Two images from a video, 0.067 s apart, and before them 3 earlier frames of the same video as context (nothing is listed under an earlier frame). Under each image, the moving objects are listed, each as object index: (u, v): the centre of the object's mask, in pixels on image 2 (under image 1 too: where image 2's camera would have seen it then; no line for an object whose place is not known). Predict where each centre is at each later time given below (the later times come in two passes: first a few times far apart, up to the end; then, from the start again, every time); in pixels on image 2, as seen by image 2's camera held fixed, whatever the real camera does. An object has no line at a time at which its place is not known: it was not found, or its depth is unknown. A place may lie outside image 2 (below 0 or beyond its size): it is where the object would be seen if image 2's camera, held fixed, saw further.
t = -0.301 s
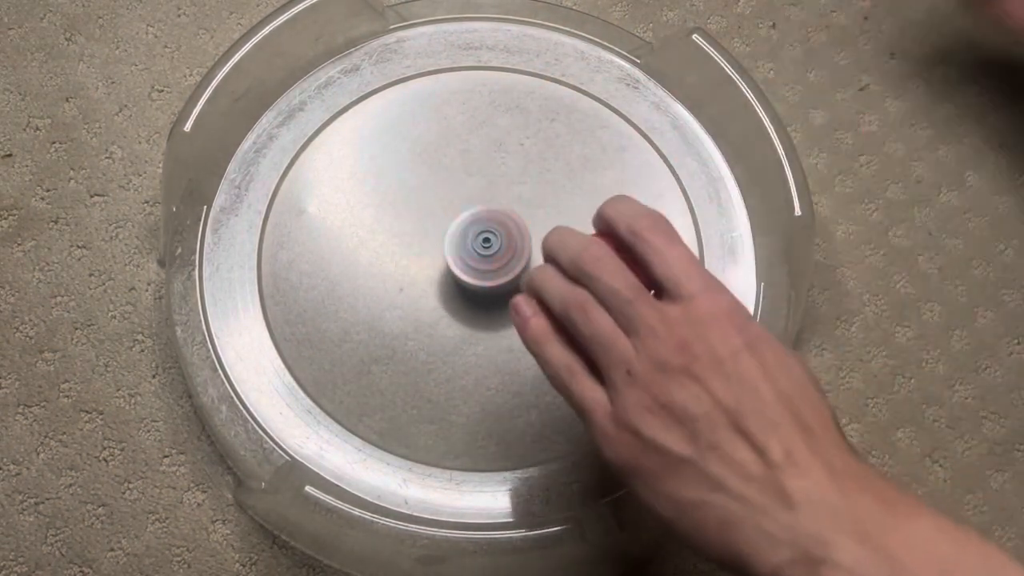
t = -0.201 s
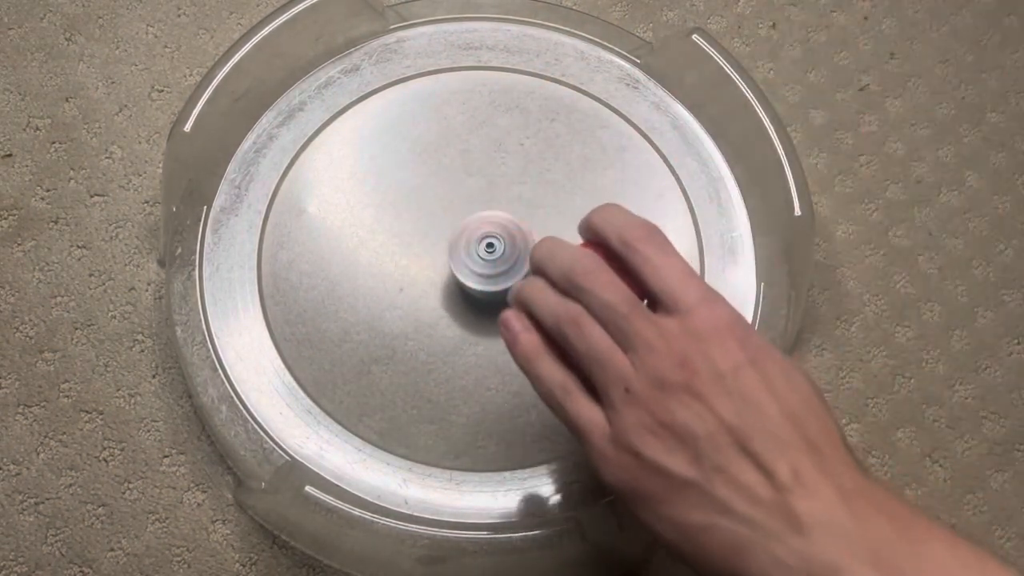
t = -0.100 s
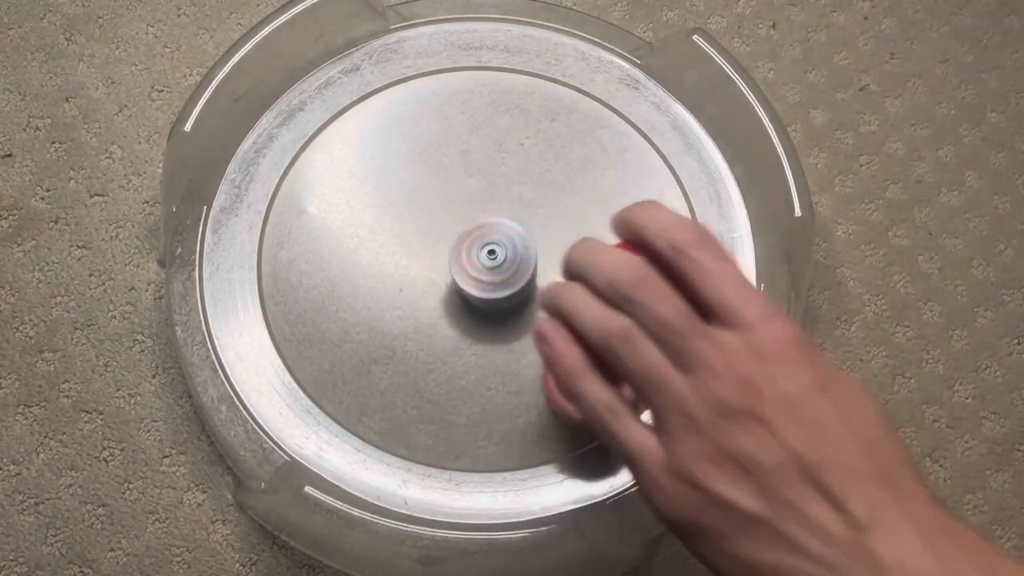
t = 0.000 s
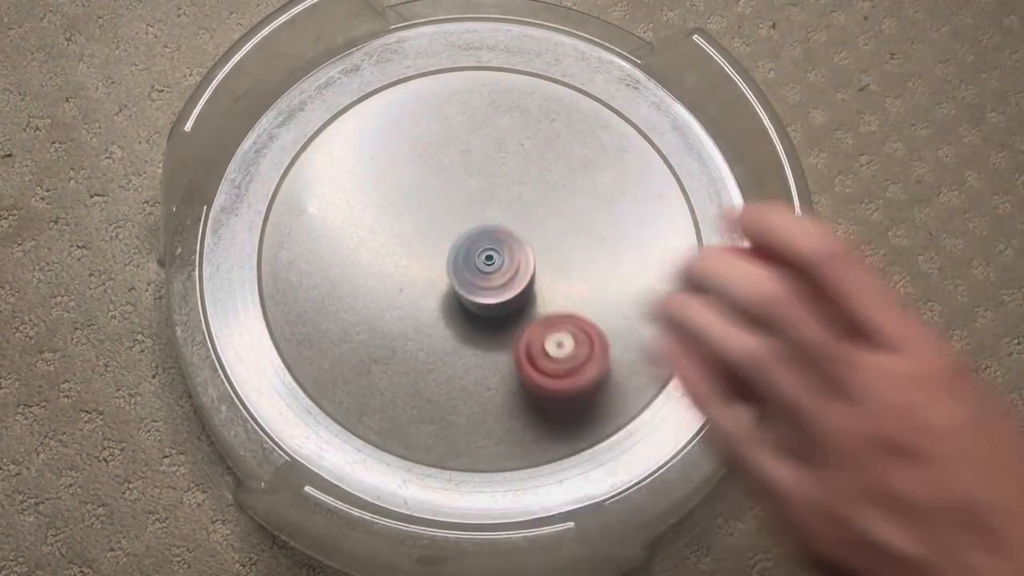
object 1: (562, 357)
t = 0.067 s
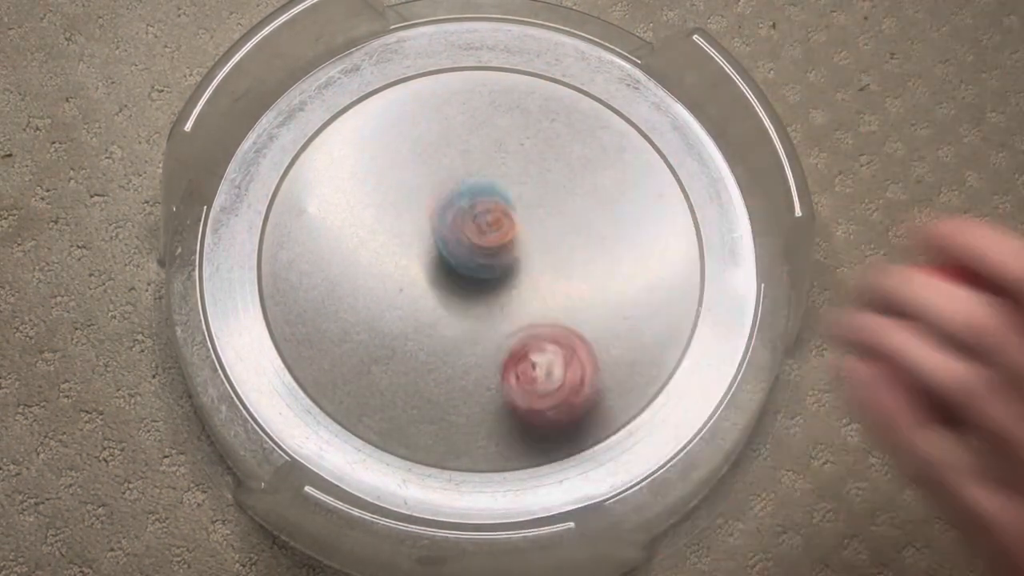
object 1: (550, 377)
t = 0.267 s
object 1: (576, 408)
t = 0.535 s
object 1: (457, 268)
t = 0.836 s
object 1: (272, 227)
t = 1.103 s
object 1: (386, 249)
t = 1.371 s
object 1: (527, 174)
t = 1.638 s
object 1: (567, 118)
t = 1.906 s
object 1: (530, 201)
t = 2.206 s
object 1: (526, 355)
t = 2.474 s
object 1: (535, 377)
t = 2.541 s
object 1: (524, 360)
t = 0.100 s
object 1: (562, 437)
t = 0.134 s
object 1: (570, 452)
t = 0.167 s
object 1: (576, 435)
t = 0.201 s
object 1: (579, 421)
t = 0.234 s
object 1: (579, 413)
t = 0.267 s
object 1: (576, 408)
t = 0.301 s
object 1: (570, 387)
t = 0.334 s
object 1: (561, 371)
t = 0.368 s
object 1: (550, 352)
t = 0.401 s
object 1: (535, 336)
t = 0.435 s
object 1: (519, 319)
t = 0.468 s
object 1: (501, 299)
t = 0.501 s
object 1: (480, 285)
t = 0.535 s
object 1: (457, 268)
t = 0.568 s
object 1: (433, 258)
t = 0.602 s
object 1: (409, 244)
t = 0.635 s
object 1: (383, 233)
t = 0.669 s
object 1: (357, 229)
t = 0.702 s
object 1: (332, 223)
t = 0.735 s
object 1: (311, 220)
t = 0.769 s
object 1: (292, 220)
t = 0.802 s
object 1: (277, 222)
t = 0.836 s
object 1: (272, 227)
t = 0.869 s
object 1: (279, 235)
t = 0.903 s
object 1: (290, 244)
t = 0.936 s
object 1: (303, 251)
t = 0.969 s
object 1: (317, 253)
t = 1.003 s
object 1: (333, 255)
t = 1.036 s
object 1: (348, 256)
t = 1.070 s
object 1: (367, 254)
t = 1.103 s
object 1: (386, 249)
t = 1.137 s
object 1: (405, 244)
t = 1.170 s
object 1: (424, 237)
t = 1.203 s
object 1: (444, 228)
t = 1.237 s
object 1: (463, 219)
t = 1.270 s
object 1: (481, 209)
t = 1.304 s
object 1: (498, 197)
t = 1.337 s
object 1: (513, 186)
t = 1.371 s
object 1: (527, 174)
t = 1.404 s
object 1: (539, 162)
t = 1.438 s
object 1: (550, 149)
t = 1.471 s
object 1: (557, 139)
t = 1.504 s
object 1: (562, 132)
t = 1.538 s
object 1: (566, 125)
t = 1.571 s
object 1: (568, 120)
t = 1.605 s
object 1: (568, 119)
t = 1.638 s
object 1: (567, 118)
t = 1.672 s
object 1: (565, 119)
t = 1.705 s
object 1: (561, 123)
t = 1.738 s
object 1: (556, 131)
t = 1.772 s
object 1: (551, 141)
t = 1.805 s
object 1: (545, 154)
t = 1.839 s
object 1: (540, 168)
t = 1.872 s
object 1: (534, 184)
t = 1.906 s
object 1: (530, 201)
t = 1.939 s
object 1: (527, 219)
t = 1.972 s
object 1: (523, 237)
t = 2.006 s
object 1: (520, 256)
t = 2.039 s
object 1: (519, 274)
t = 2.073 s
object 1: (518, 293)
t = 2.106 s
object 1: (519, 311)
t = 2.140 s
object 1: (521, 327)
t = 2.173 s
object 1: (523, 343)
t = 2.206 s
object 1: (526, 355)
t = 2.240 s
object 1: (529, 366)
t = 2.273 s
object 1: (532, 374)
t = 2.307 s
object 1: (535, 380)
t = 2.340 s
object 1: (536, 384)
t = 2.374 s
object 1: (537, 386)
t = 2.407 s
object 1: (538, 384)
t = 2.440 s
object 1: (537, 382)
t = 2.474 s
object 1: (535, 377)
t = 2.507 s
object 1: (531, 369)
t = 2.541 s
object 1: (524, 360)
